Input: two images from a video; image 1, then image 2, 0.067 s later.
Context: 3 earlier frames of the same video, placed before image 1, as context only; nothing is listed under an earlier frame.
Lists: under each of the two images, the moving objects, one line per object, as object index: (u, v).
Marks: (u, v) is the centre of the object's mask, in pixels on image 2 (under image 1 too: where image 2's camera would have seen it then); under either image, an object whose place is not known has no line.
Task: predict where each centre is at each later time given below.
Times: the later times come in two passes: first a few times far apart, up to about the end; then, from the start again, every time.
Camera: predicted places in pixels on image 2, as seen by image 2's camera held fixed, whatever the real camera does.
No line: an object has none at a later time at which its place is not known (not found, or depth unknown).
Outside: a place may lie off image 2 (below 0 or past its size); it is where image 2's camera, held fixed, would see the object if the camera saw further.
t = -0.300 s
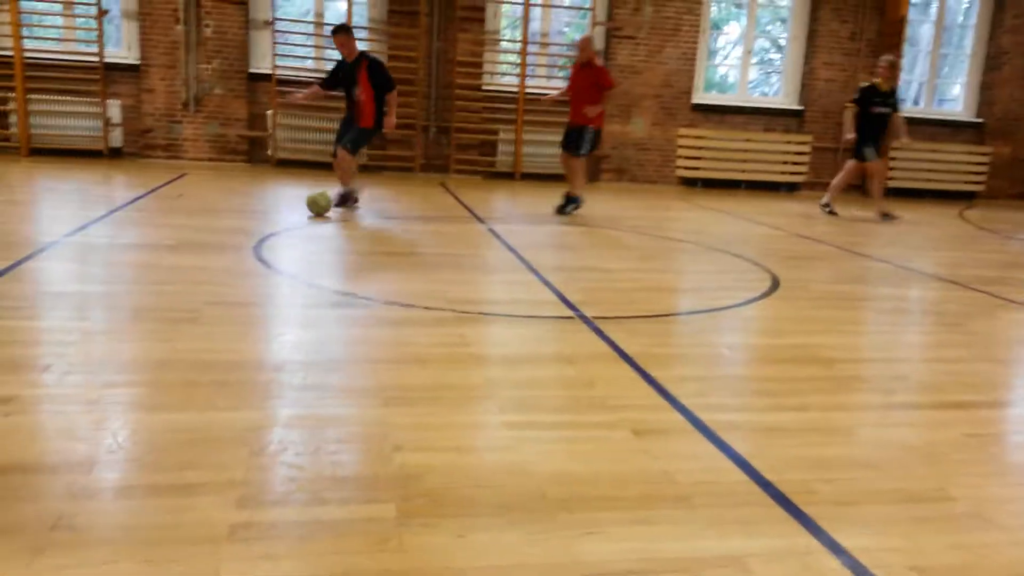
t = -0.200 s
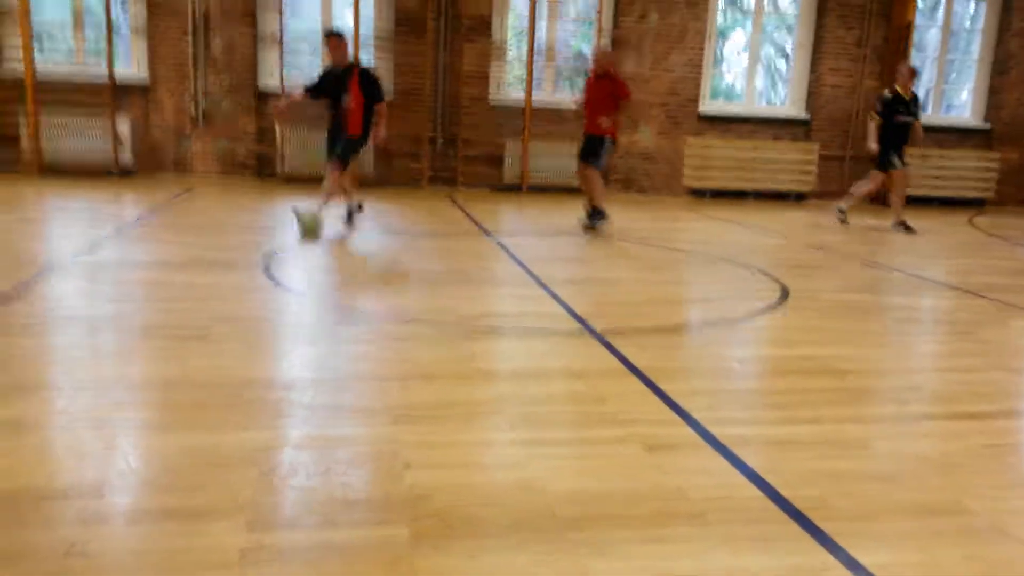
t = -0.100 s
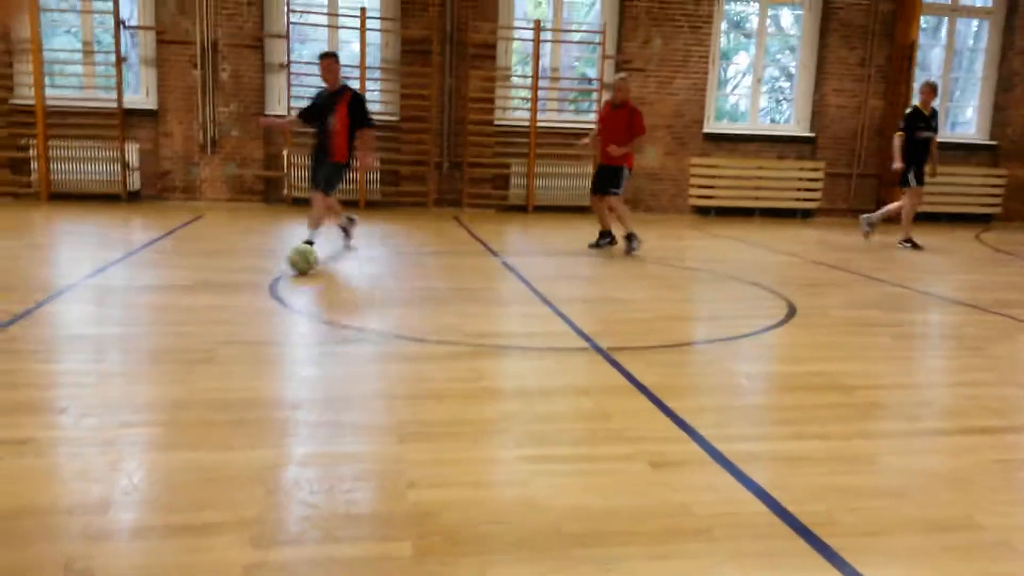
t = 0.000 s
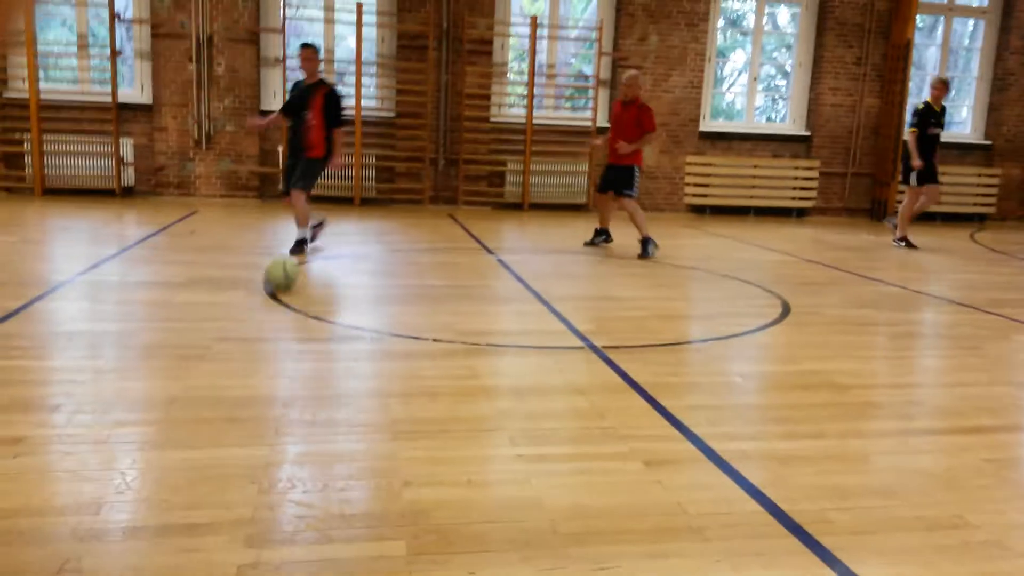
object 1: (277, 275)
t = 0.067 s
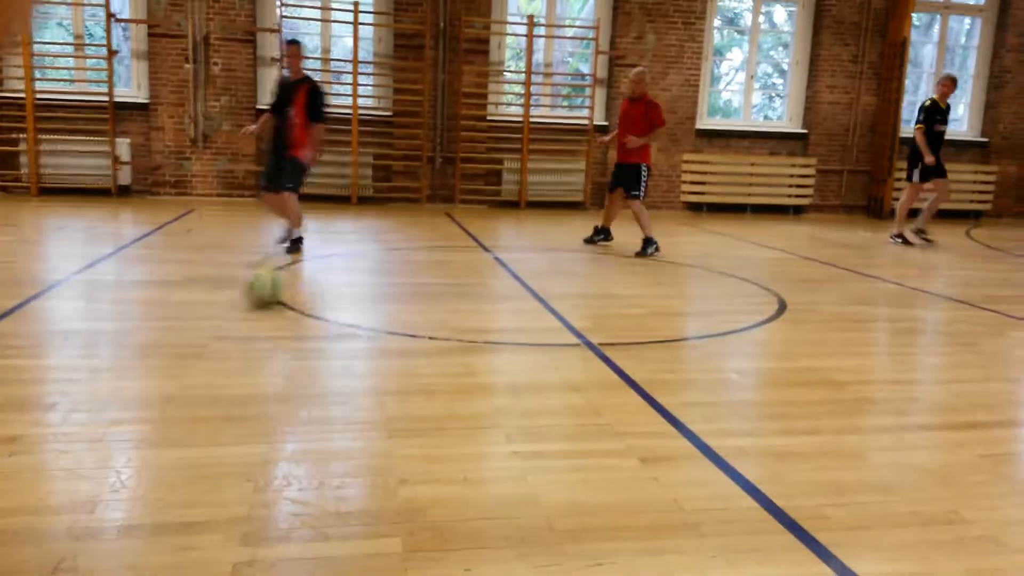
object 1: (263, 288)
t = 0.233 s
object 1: (221, 333)
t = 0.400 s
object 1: (158, 399)
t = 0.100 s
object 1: (259, 295)
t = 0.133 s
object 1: (249, 305)
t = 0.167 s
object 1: (240, 315)
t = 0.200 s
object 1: (231, 323)
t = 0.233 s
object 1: (221, 333)
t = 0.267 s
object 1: (212, 345)
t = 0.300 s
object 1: (203, 355)
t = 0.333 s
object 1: (186, 370)
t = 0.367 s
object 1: (174, 383)
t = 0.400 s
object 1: (158, 399)
